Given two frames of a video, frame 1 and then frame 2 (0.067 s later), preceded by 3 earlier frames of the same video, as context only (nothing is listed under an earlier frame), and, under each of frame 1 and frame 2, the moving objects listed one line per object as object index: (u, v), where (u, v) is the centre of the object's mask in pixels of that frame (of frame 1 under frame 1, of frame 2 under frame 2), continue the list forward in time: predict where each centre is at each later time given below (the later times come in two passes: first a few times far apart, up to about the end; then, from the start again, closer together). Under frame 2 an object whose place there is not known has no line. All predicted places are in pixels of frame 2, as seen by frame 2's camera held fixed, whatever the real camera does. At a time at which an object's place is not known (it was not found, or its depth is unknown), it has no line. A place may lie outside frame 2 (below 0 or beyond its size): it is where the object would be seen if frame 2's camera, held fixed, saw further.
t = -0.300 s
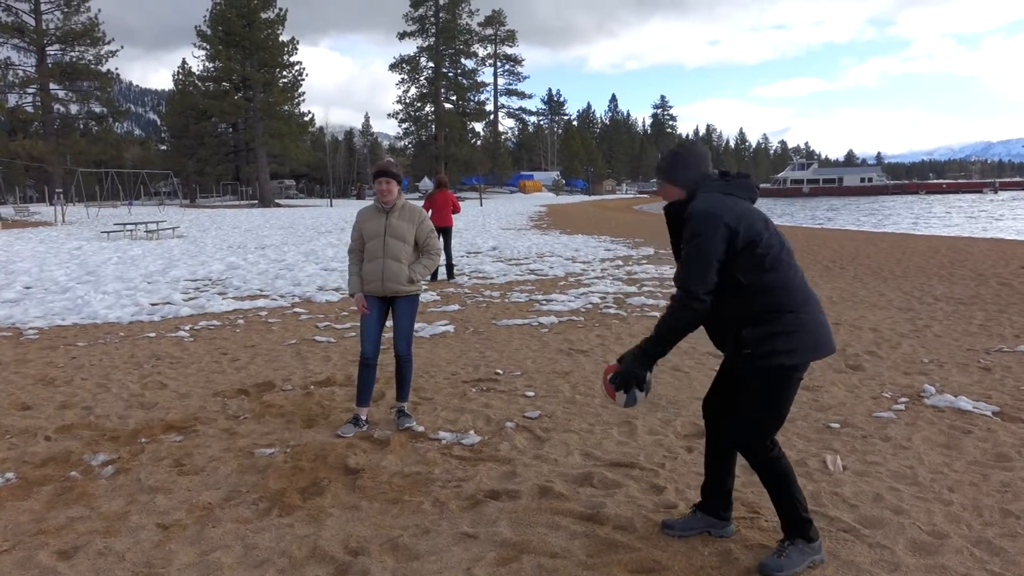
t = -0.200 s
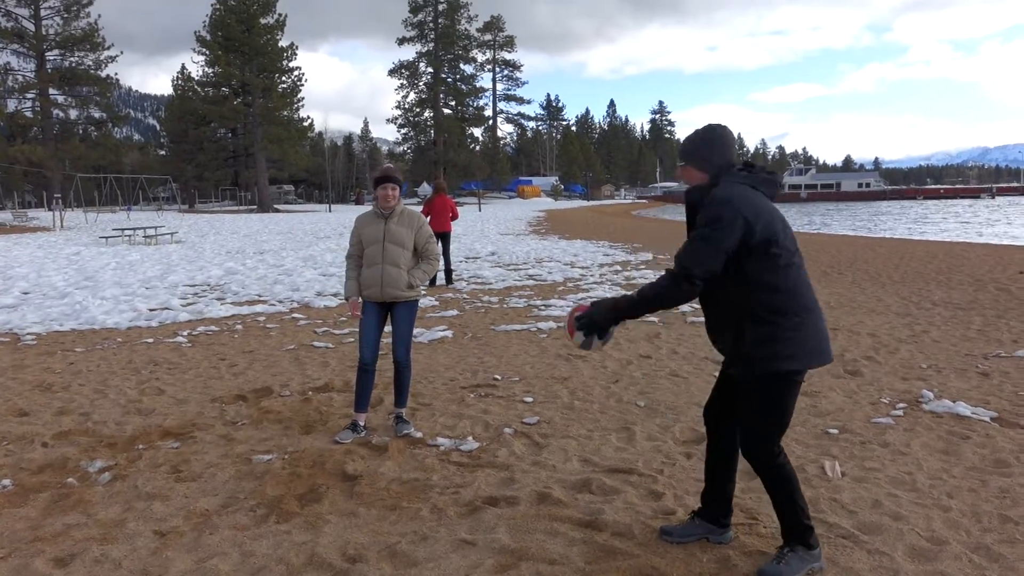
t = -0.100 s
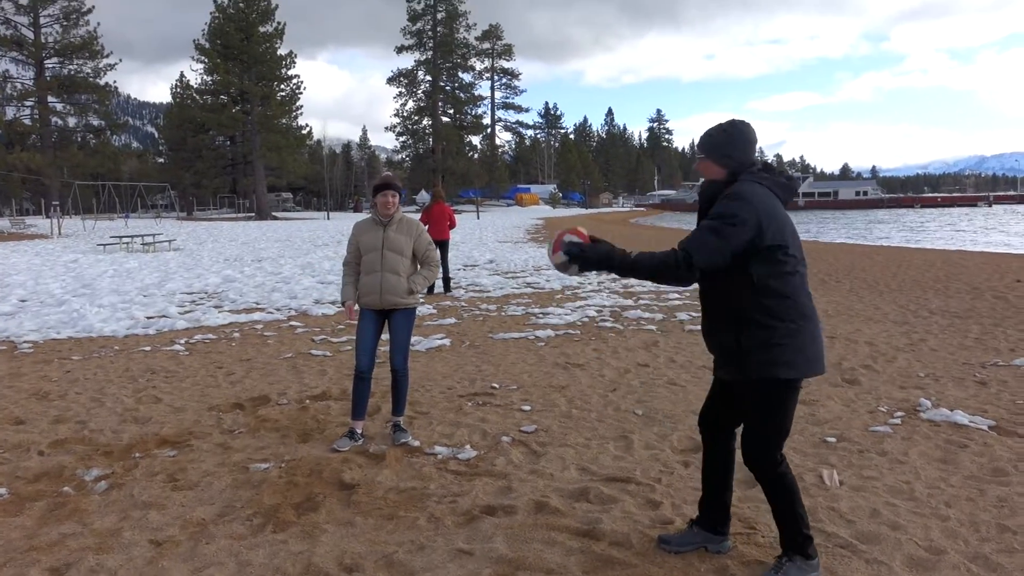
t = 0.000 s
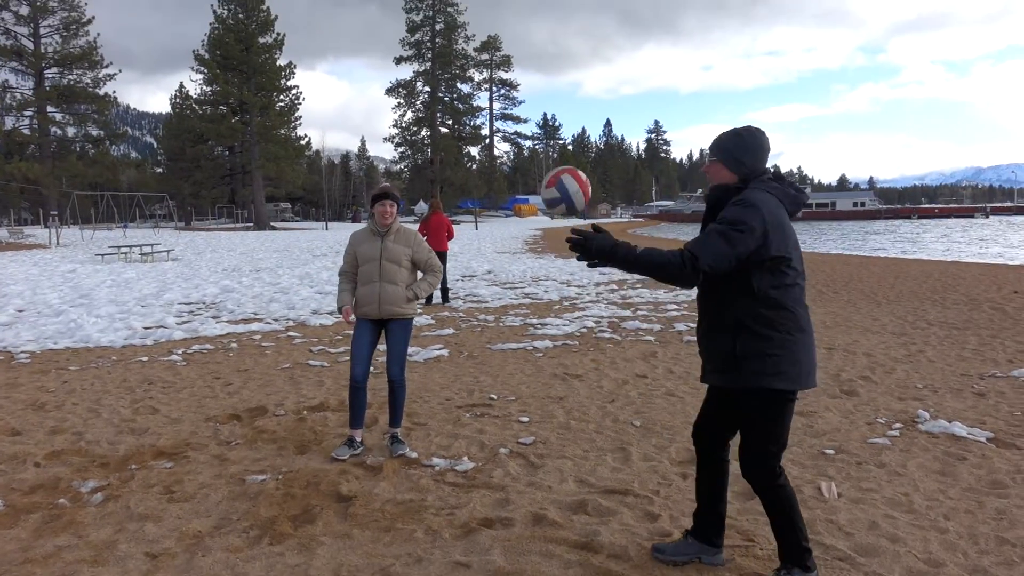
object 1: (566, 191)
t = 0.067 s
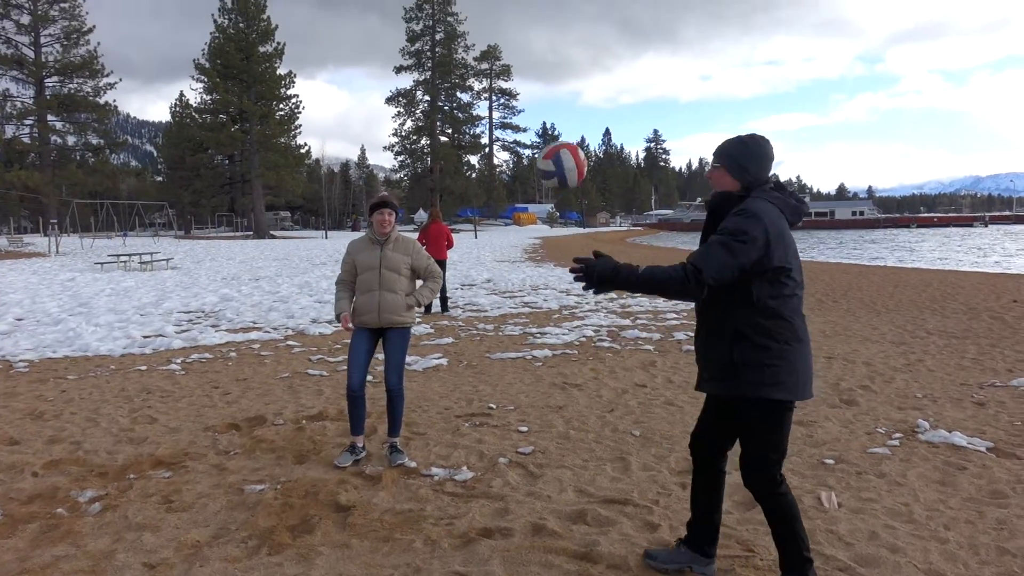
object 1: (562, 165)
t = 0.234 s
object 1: (552, 131)
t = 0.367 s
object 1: (546, 149)
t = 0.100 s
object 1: (560, 153)
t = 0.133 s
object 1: (558, 143)
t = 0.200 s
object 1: (554, 133)
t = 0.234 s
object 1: (552, 131)
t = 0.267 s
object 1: (551, 132)
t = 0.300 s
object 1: (550, 135)
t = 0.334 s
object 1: (548, 141)
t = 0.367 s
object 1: (546, 149)
